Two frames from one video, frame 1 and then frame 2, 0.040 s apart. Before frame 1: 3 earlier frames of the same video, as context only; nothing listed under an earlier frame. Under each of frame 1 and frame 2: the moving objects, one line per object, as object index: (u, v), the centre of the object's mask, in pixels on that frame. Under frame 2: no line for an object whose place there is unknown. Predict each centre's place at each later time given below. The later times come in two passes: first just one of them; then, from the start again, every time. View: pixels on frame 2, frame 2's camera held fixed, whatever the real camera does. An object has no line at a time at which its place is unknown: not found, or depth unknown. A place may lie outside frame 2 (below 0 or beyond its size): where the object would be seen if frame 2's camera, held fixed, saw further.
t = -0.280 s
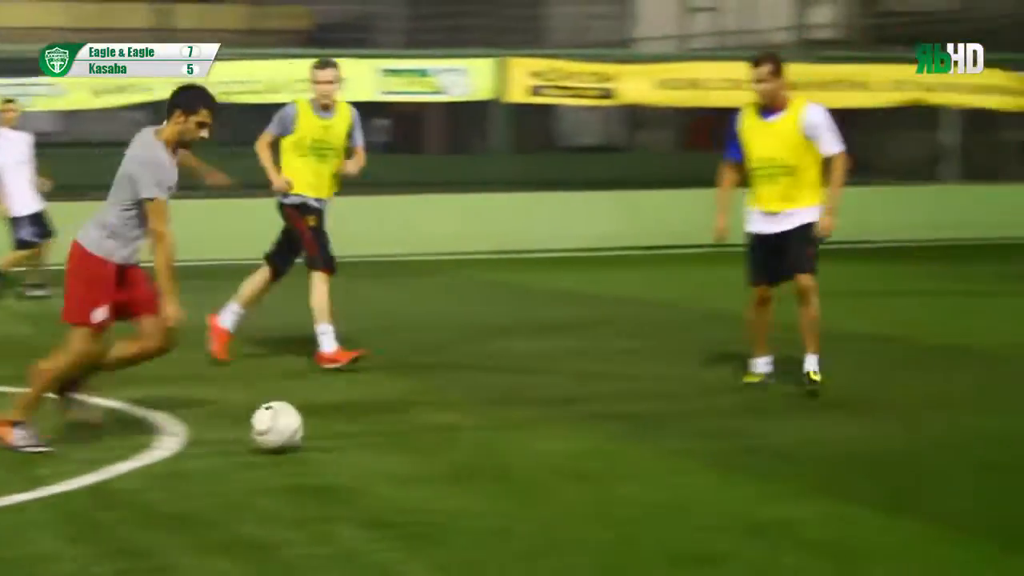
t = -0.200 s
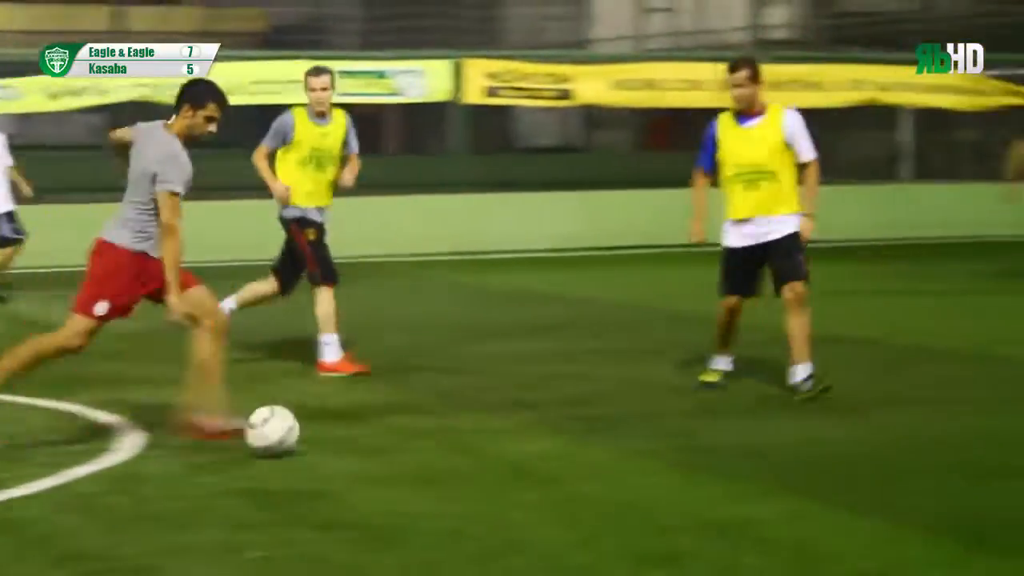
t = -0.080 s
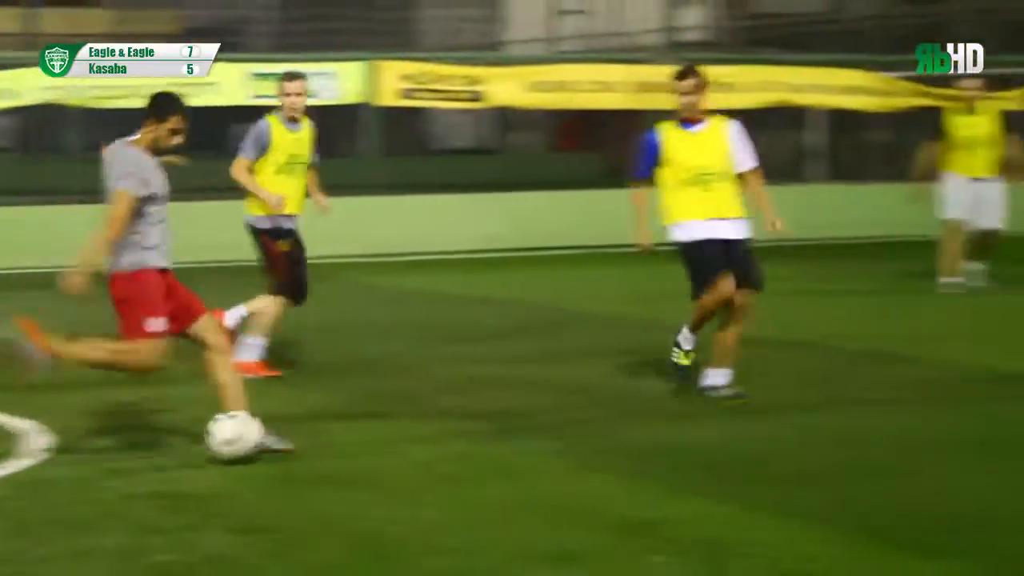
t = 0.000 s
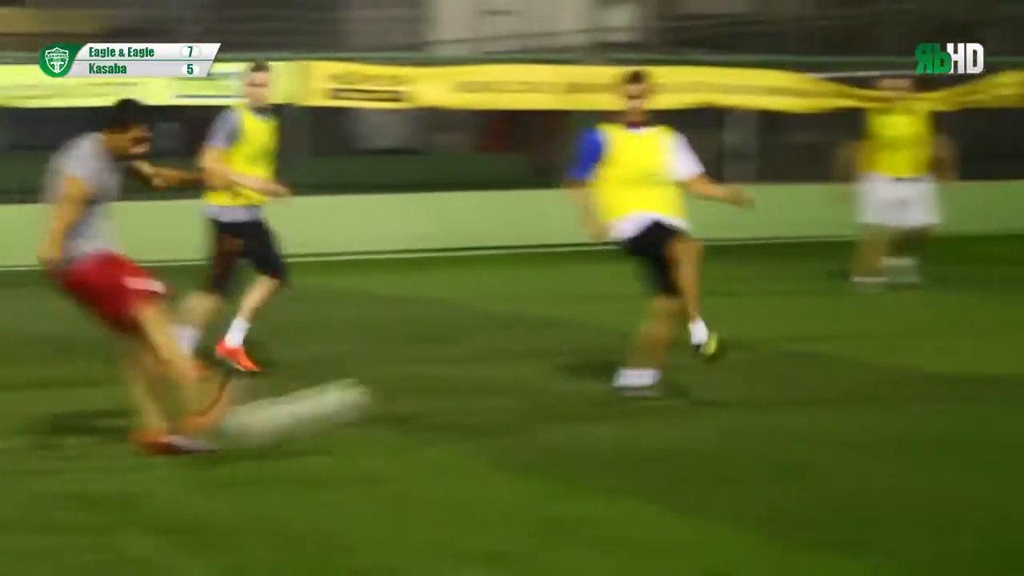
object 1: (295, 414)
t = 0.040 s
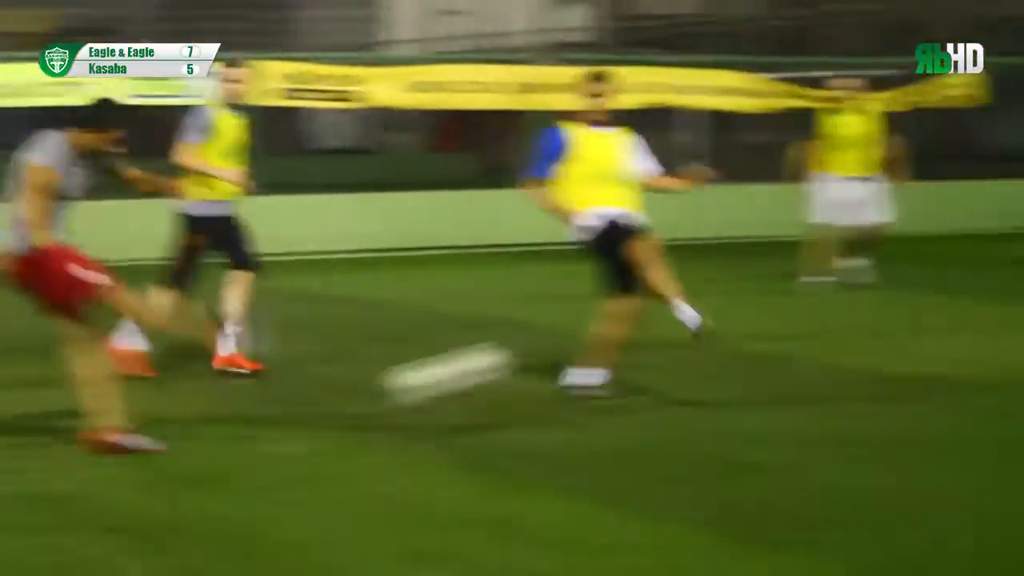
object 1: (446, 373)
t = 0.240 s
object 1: (1164, 262)
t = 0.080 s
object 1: (625, 340)
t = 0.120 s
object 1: (785, 314)
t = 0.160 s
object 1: (926, 292)
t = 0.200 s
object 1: (1052, 275)
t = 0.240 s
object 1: (1164, 262)
